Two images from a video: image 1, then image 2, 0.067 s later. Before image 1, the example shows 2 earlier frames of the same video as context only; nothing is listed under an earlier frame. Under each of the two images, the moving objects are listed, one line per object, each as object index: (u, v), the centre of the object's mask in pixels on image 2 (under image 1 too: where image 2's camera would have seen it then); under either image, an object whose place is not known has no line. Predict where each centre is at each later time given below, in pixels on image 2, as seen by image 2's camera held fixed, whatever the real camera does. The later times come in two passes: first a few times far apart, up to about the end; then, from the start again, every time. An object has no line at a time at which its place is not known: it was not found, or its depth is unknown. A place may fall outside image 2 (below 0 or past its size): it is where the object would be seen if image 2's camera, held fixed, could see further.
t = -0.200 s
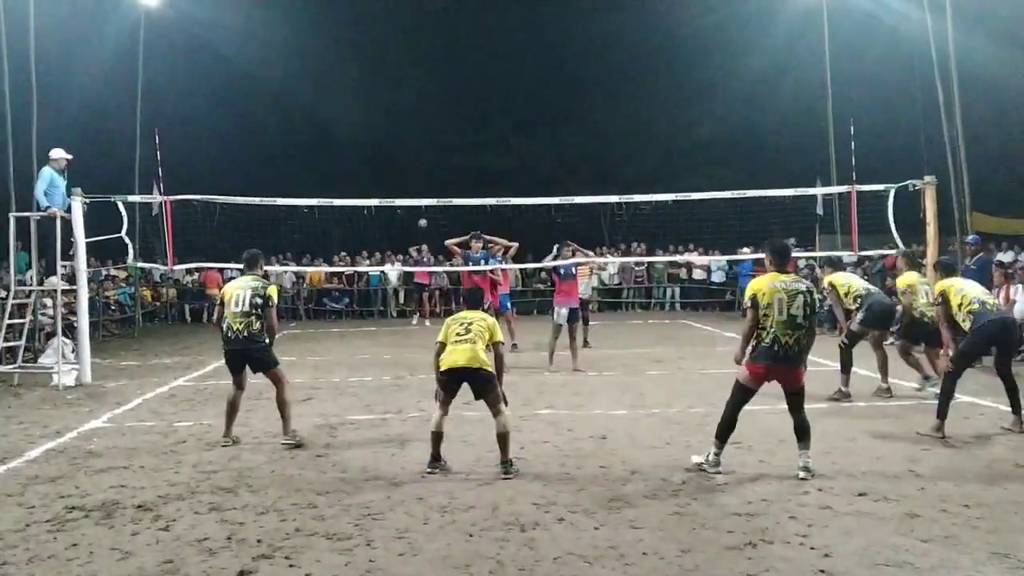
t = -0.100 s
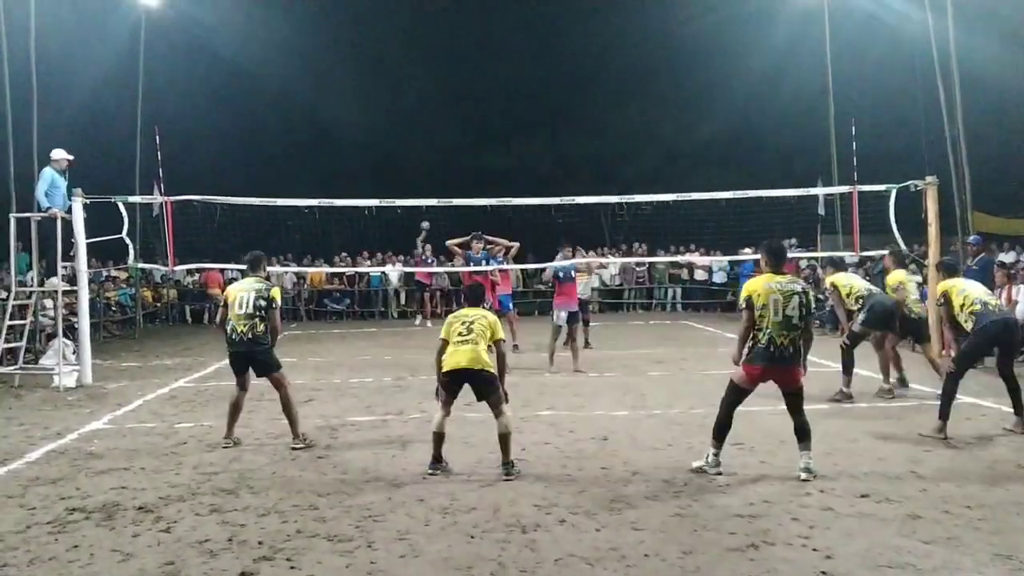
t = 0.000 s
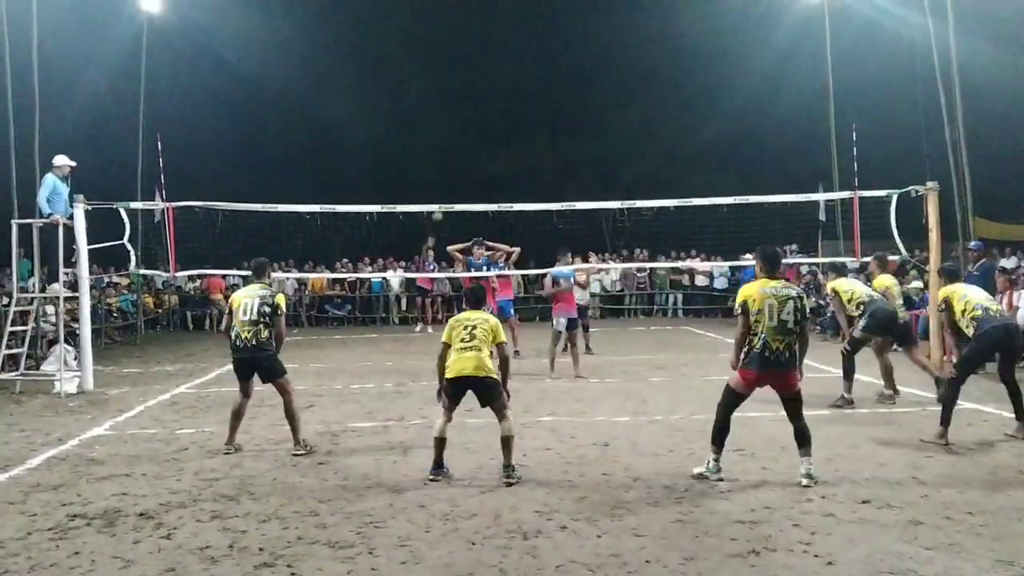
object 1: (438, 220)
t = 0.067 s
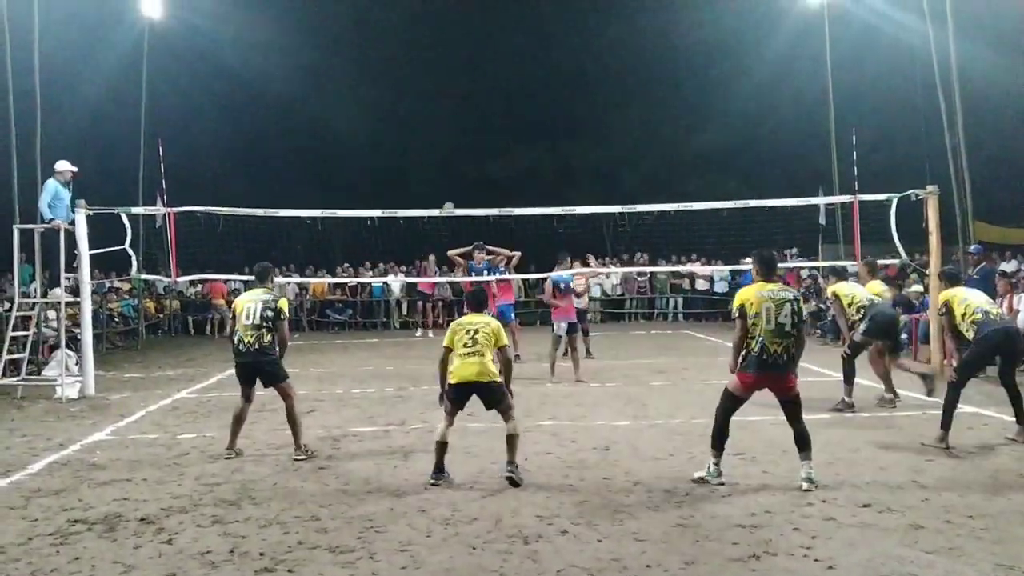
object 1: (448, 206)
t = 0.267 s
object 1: (484, 173)
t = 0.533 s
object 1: (549, 155)
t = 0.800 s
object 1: (656, 192)
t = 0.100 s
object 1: (454, 201)
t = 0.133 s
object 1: (459, 194)
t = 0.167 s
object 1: (465, 189)
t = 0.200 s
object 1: (471, 183)
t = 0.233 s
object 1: (477, 178)
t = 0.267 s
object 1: (484, 173)
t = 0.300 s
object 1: (490, 169)
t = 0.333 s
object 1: (498, 166)
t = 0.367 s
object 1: (506, 162)
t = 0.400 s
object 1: (513, 159)
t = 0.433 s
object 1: (521, 157)
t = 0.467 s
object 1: (531, 156)
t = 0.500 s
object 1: (540, 155)
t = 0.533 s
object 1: (549, 155)
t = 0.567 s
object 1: (560, 156)
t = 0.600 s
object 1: (570, 157)
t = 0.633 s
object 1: (582, 160)
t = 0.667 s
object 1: (595, 164)
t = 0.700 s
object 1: (608, 168)
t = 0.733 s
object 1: (623, 175)
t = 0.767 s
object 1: (638, 182)
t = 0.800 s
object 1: (656, 192)
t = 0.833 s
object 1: (673, 202)
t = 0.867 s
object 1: (695, 218)
